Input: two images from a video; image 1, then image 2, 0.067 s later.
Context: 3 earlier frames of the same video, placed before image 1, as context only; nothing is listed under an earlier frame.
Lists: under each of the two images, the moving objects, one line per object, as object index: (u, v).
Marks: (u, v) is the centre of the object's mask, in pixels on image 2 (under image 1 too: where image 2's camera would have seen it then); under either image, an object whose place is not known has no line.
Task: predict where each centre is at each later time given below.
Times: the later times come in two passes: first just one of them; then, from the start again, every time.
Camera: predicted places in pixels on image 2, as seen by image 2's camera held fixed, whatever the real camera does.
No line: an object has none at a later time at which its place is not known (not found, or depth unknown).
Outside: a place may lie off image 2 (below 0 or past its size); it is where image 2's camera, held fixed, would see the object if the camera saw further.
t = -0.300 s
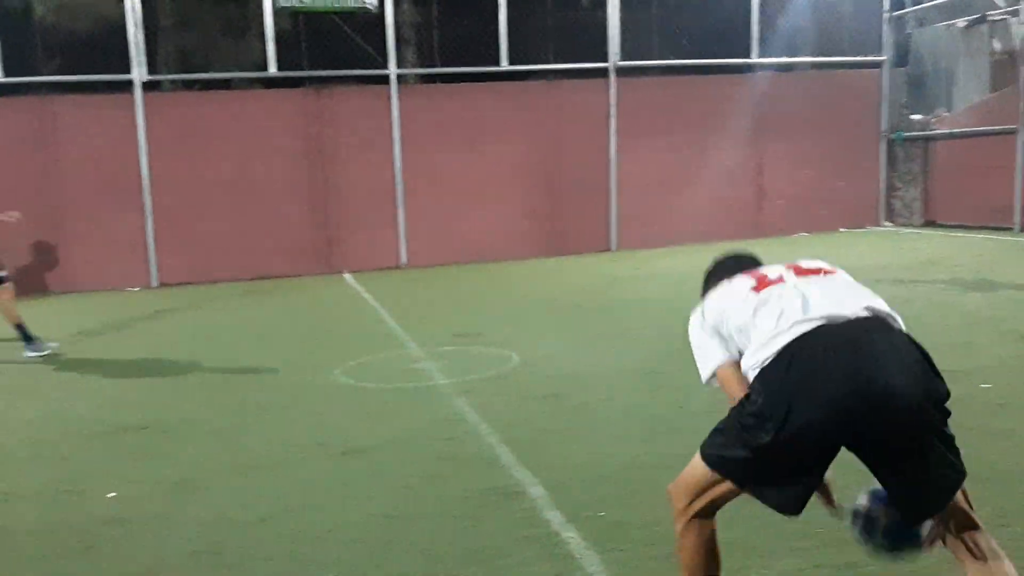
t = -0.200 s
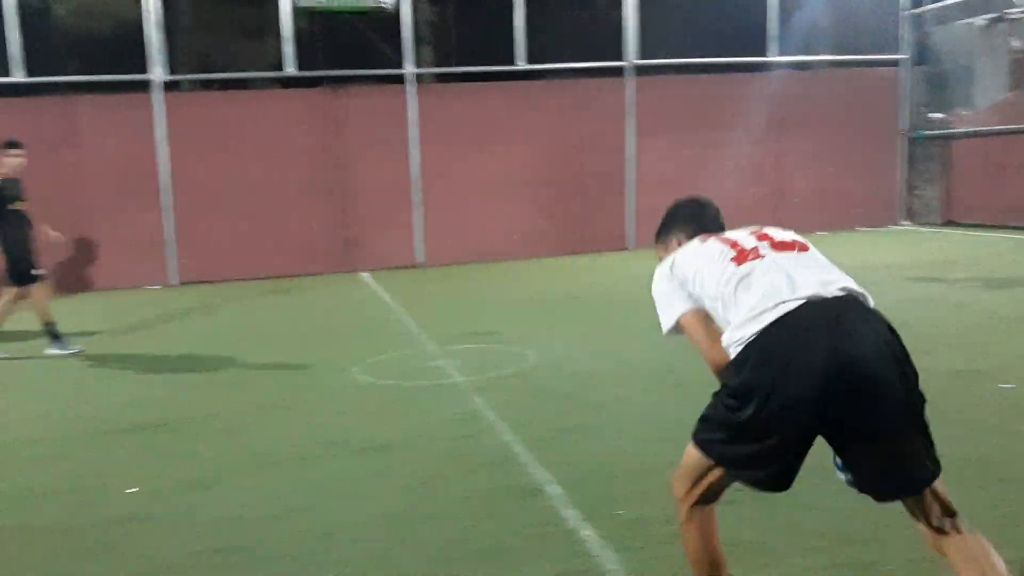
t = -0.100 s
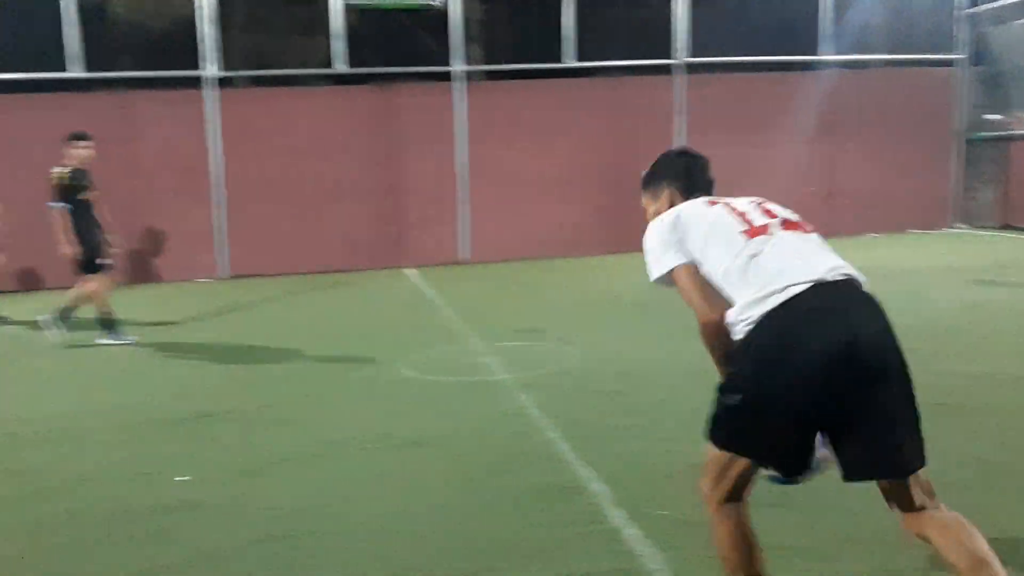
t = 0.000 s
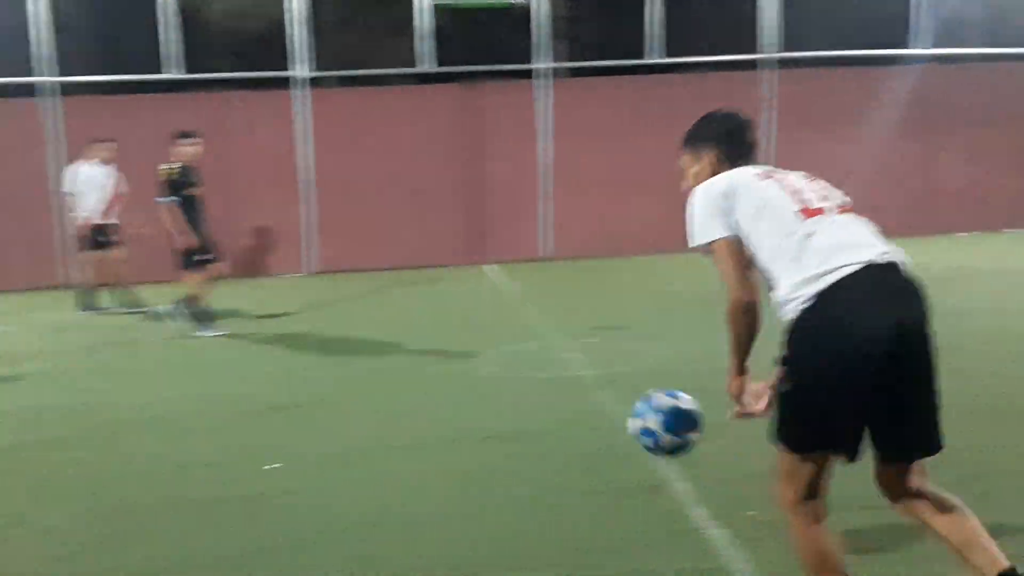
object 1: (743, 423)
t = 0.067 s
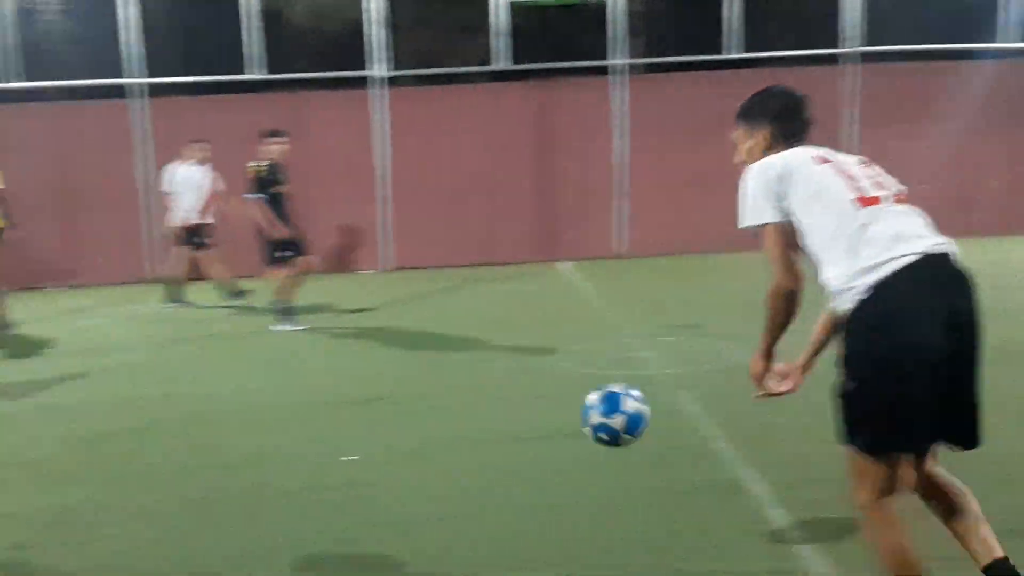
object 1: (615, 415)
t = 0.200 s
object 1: (408, 439)
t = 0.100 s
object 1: (557, 417)
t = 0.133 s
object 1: (504, 420)
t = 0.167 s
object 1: (455, 428)
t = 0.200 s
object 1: (408, 439)
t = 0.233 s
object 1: (364, 452)
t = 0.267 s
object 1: (323, 467)
